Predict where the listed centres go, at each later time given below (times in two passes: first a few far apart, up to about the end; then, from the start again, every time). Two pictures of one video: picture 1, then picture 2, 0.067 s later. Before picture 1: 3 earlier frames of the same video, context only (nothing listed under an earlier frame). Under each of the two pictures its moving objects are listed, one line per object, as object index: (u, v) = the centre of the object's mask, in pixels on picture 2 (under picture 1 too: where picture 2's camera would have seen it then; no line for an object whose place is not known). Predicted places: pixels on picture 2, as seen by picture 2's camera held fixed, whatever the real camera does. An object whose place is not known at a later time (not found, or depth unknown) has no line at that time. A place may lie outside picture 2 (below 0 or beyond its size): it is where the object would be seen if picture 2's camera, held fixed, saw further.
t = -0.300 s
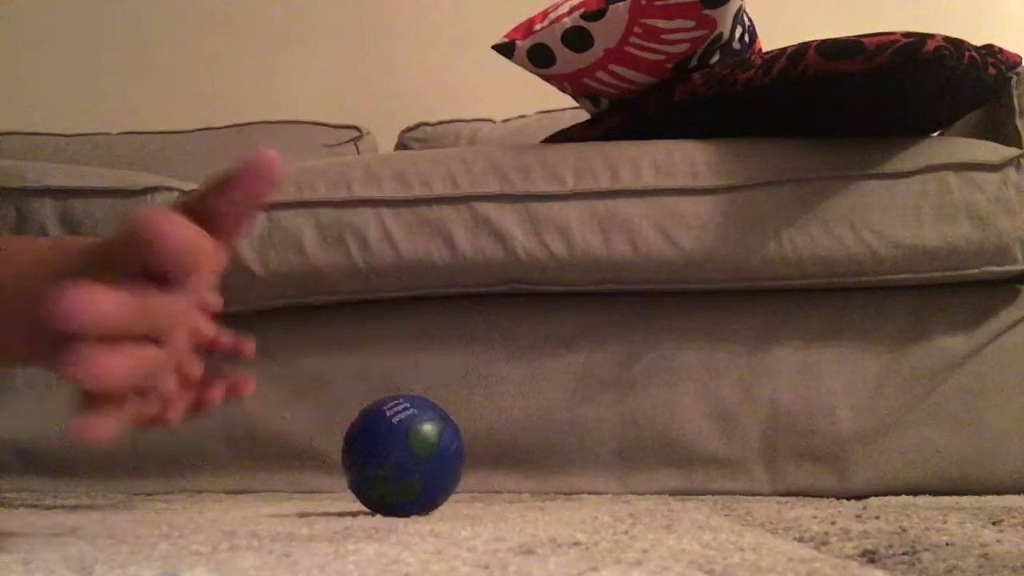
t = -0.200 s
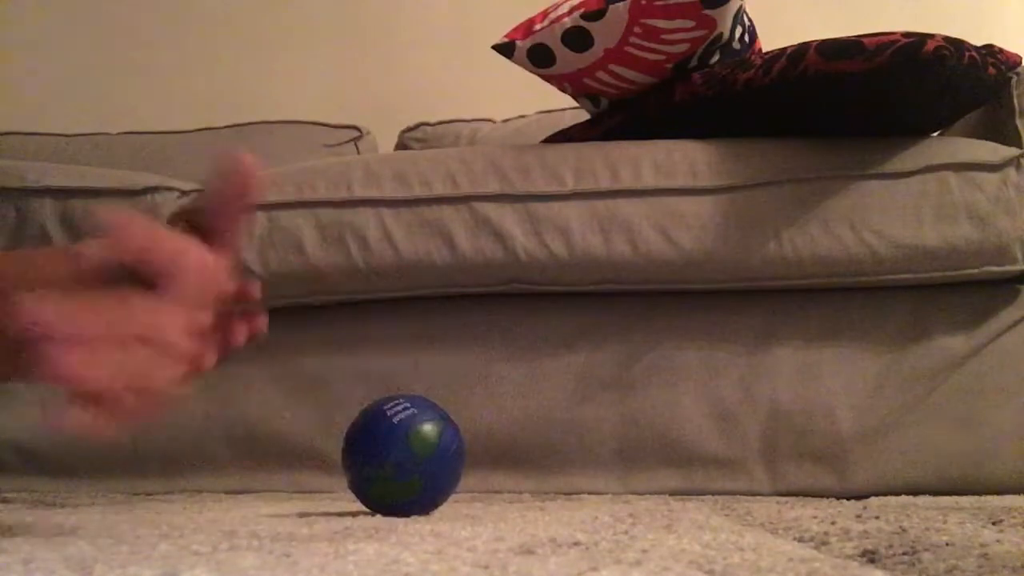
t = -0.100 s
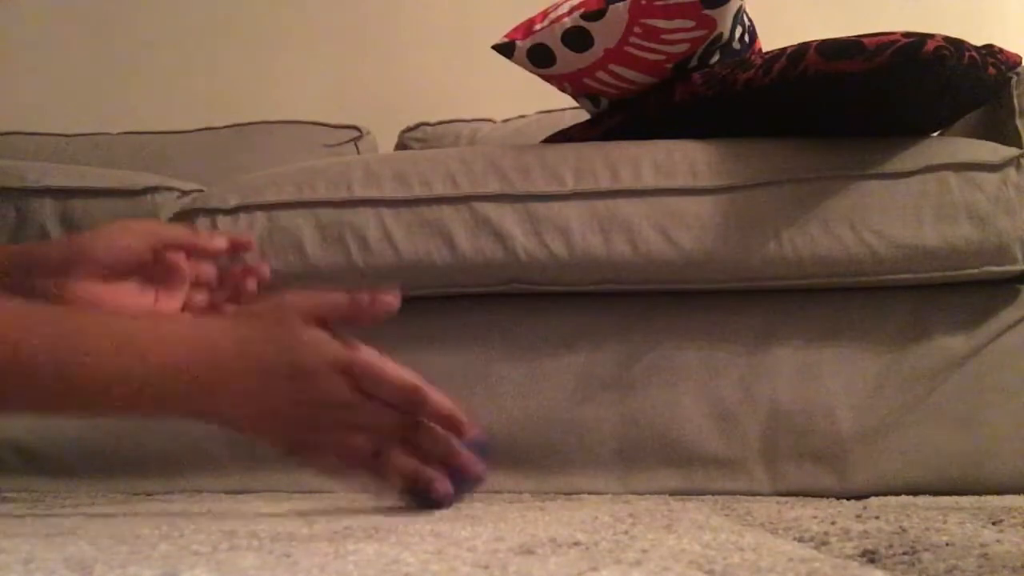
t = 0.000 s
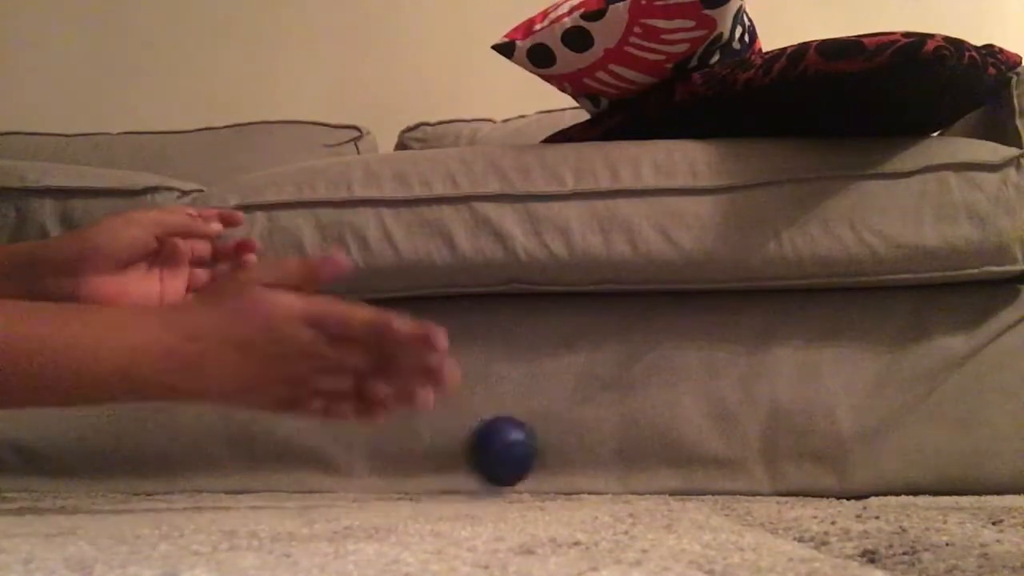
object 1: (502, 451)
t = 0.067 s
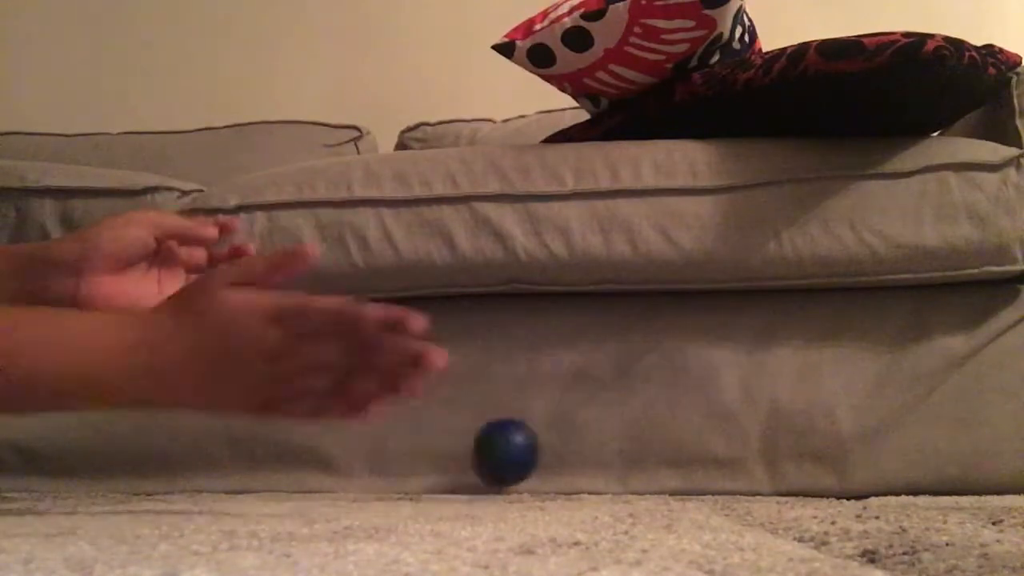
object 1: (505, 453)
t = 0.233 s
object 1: (482, 461)
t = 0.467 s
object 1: (448, 460)
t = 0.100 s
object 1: (498, 461)
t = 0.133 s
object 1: (494, 457)
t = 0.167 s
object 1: (491, 456)
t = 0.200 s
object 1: (487, 463)
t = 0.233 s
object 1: (482, 461)
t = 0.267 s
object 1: (477, 461)
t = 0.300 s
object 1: (472, 461)
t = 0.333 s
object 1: (467, 462)
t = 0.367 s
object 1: (462, 465)
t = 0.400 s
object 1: (456, 460)
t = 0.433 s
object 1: (453, 459)
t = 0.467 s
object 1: (448, 460)
